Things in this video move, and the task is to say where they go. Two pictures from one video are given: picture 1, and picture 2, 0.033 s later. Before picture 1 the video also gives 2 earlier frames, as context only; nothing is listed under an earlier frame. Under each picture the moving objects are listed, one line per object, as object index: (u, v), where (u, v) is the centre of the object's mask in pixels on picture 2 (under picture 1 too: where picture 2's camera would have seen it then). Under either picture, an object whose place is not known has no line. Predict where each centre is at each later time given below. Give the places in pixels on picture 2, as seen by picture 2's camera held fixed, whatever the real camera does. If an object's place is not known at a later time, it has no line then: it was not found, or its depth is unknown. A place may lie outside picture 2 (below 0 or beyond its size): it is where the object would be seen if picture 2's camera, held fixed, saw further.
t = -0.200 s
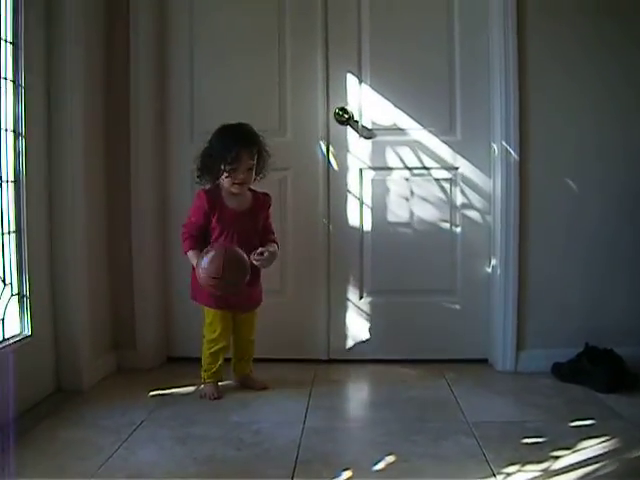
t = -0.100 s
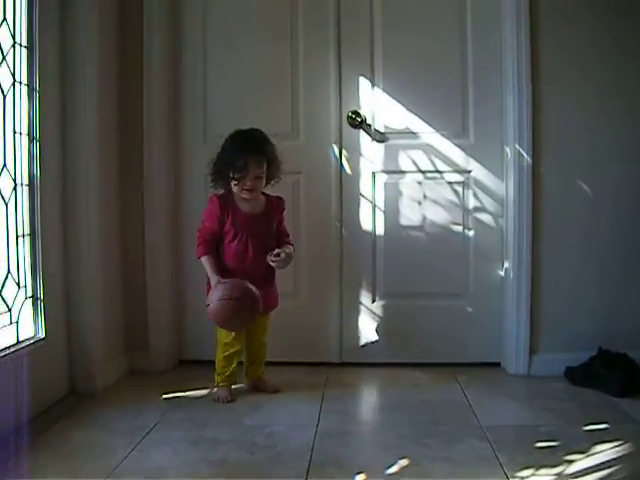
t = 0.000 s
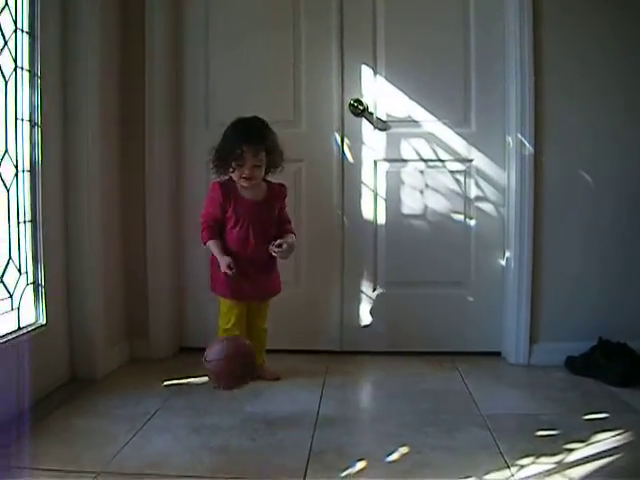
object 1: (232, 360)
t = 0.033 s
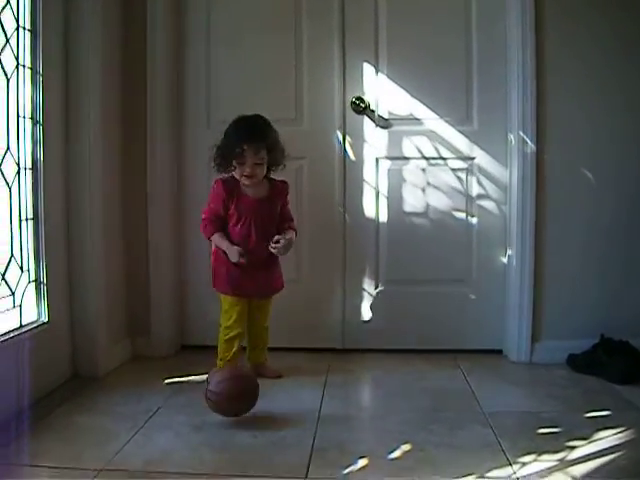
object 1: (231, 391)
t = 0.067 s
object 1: (231, 386)
